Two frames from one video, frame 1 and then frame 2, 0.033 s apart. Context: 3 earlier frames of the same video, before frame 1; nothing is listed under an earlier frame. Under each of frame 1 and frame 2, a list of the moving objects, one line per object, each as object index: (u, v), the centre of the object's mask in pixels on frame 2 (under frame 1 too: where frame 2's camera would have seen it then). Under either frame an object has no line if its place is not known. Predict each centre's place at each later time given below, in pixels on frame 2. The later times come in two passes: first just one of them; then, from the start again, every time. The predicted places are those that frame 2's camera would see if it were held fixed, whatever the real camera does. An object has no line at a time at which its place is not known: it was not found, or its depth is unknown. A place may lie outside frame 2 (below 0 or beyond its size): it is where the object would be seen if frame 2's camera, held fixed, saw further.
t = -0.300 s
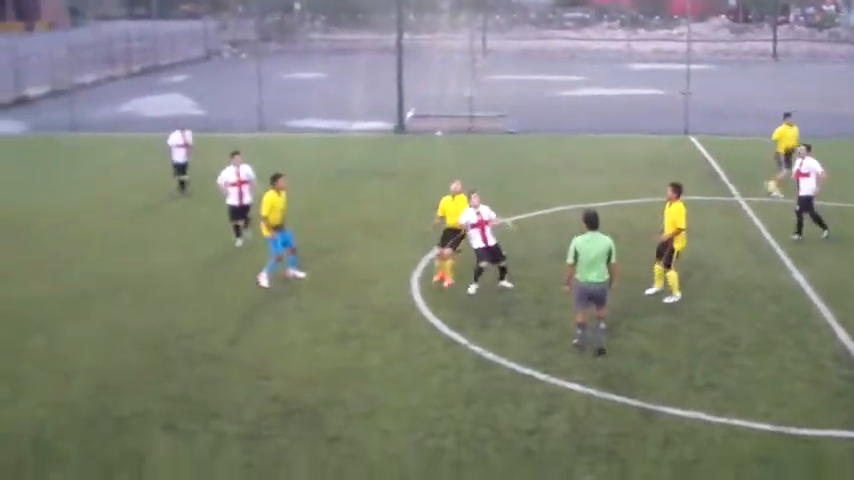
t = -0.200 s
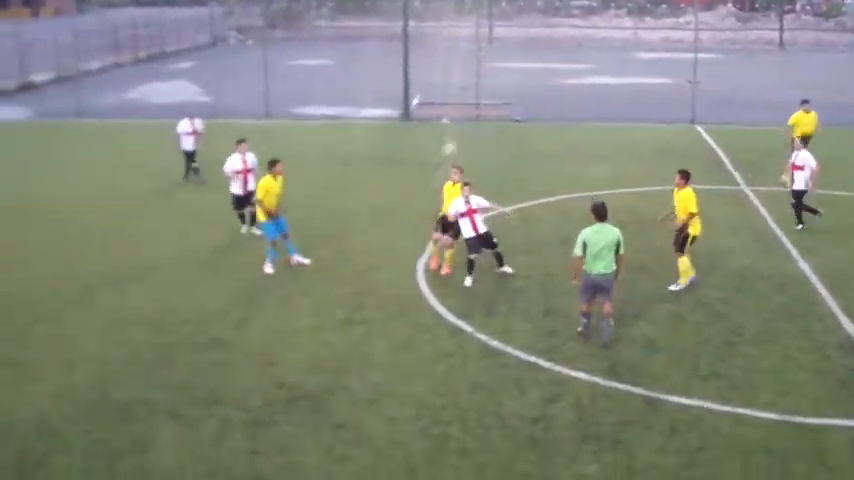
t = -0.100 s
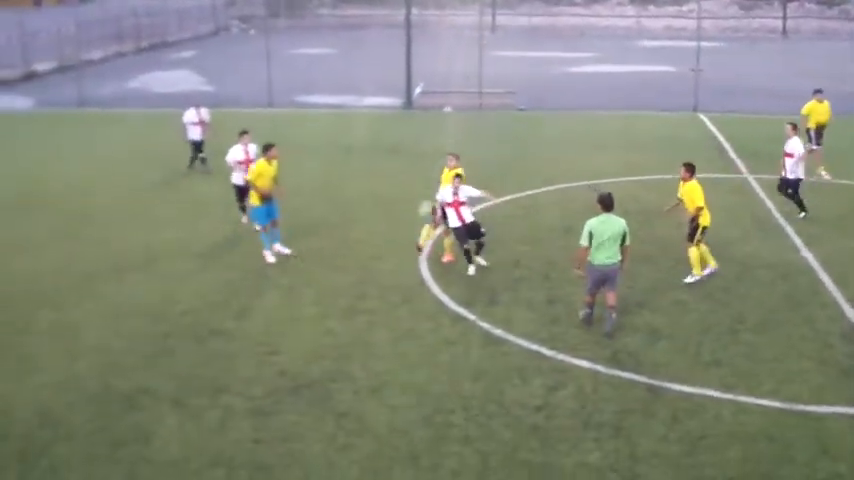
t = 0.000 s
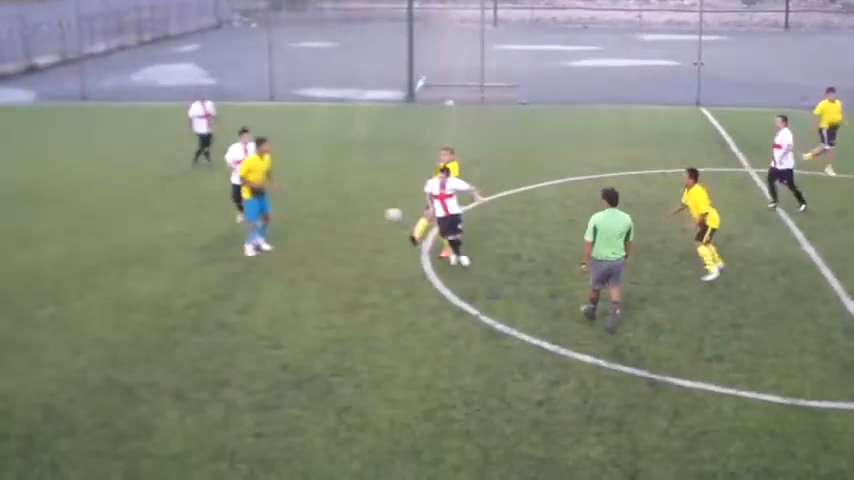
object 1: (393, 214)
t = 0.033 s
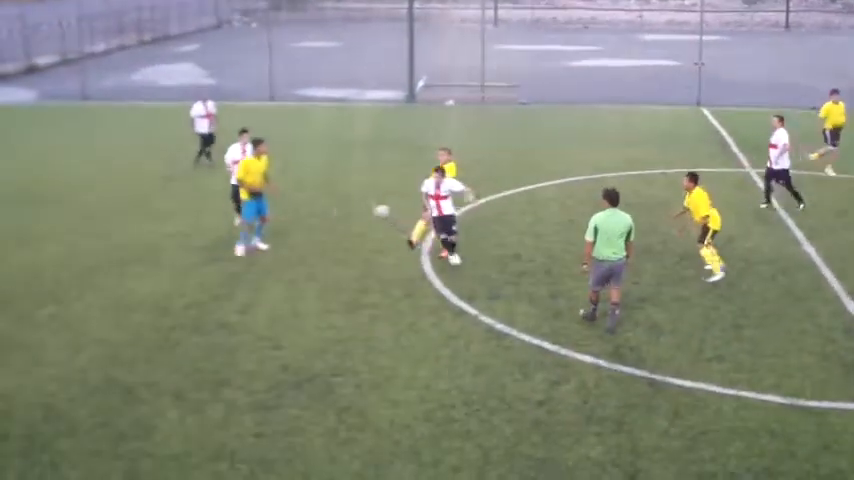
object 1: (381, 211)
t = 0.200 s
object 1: (313, 208)
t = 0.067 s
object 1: (369, 208)
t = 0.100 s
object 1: (356, 208)
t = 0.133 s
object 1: (341, 208)
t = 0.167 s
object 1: (327, 208)
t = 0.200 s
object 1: (313, 208)
